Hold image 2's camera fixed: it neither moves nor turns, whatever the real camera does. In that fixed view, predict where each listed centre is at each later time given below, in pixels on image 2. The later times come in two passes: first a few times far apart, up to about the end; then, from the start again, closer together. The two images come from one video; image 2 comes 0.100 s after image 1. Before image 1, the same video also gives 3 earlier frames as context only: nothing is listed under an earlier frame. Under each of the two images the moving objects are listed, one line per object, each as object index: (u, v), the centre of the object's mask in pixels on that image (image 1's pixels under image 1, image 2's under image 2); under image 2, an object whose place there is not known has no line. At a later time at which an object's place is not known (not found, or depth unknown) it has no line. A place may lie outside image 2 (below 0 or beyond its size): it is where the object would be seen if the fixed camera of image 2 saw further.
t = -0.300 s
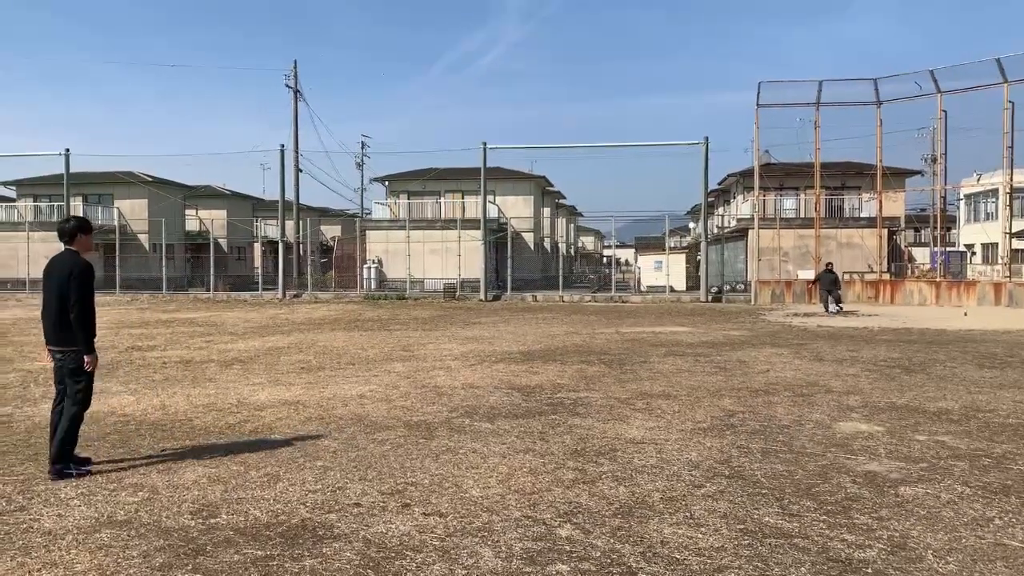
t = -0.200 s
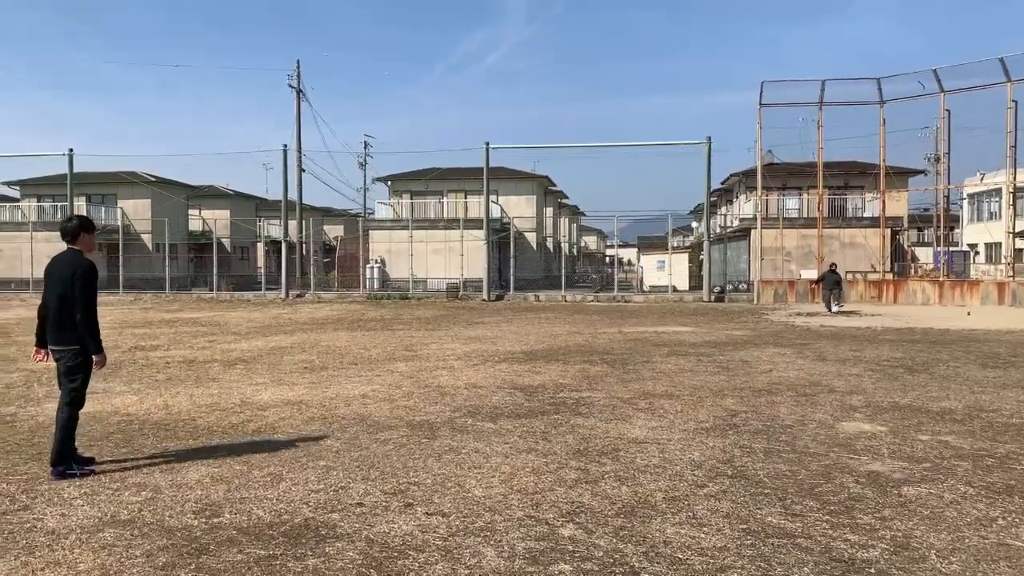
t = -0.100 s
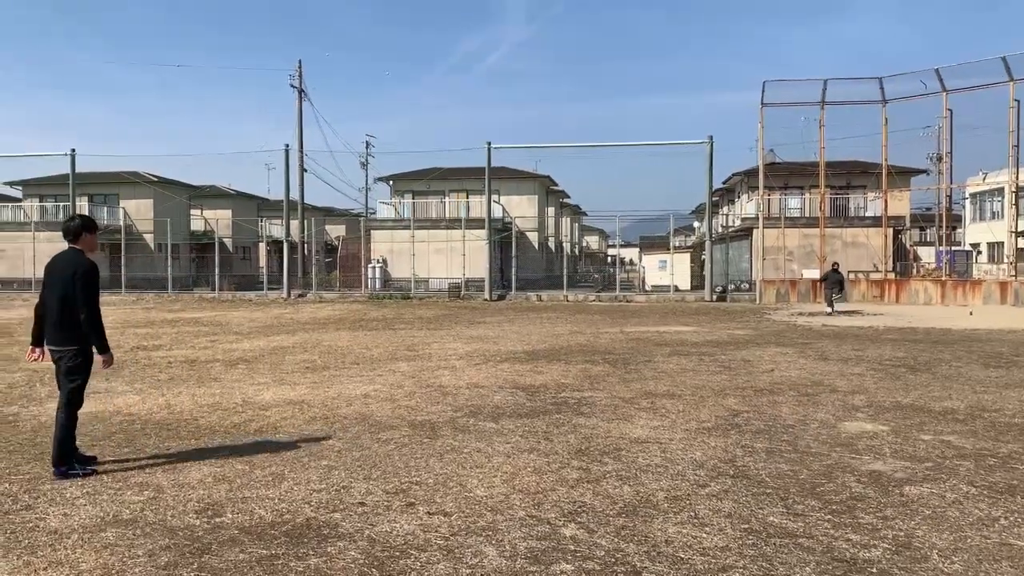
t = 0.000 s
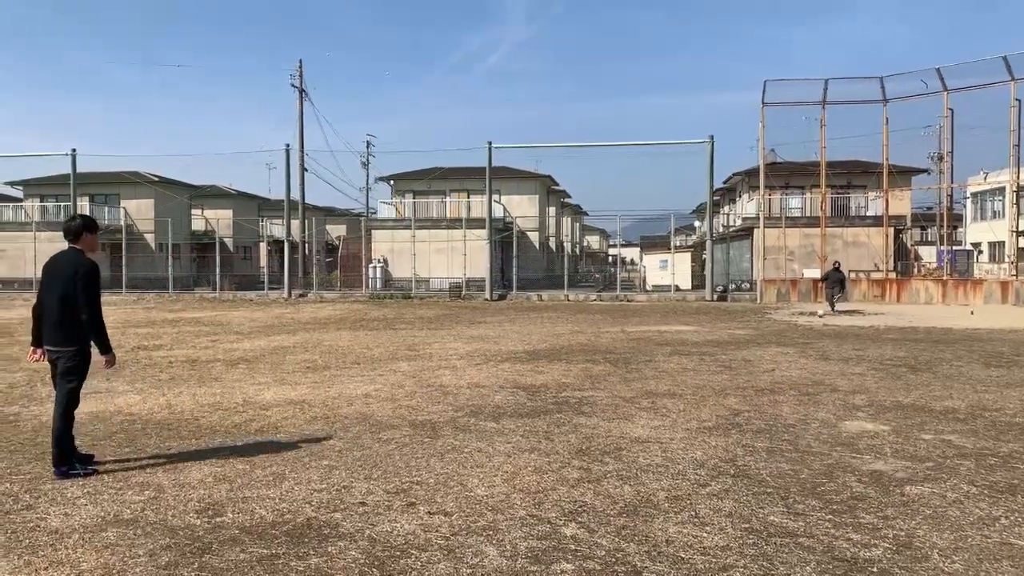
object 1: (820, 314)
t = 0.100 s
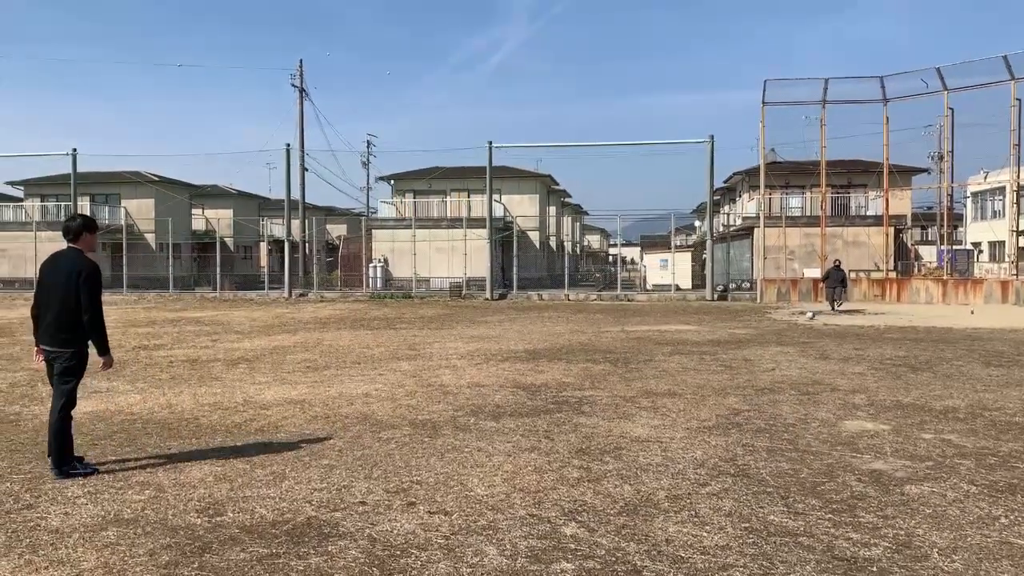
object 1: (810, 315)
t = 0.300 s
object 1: (789, 319)
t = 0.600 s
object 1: (758, 322)
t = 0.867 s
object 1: (729, 329)
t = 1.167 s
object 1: (690, 334)
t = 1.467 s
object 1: (646, 343)
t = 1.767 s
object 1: (592, 353)
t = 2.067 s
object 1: (531, 360)
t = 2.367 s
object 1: (456, 375)
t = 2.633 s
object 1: (375, 390)
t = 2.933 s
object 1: (259, 413)
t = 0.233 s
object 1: (796, 316)
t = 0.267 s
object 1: (792, 317)
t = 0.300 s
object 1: (789, 319)
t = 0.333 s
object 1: (785, 318)
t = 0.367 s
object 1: (782, 318)
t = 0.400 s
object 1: (779, 318)
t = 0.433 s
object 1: (775, 319)
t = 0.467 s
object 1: (771, 321)
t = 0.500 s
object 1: (768, 322)
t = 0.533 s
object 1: (766, 322)
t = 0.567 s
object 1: (762, 323)
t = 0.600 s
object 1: (758, 322)
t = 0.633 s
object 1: (755, 323)
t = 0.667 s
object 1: (752, 326)
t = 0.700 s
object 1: (749, 327)
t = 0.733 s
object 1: (745, 327)
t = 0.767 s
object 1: (740, 327)
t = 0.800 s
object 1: (737, 328)
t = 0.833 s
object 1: (733, 329)
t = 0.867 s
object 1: (729, 329)
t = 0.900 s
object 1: (726, 330)
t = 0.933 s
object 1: (721, 331)
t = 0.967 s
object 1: (716, 331)
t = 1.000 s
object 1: (712, 332)
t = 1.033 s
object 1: (709, 332)
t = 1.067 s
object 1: (703, 334)
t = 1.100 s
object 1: (699, 334)
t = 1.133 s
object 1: (694, 333)
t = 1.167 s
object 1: (690, 334)
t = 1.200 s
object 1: (685, 334)
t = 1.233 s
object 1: (680, 336)
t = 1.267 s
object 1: (676, 338)
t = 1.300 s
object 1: (671, 339)
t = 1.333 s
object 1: (665, 339)
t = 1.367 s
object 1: (661, 340)
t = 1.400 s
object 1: (656, 341)
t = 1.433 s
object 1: (650, 343)
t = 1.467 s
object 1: (646, 343)
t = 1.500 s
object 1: (640, 344)
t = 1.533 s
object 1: (634, 345)
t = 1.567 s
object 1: (628, 347)
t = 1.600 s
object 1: (623, 347)
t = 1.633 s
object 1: (617, 347)
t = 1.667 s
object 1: (611, 349)
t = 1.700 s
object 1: (605, 350)
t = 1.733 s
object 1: (599, 353)
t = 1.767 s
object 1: (592, 353)
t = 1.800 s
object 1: (586, 353)
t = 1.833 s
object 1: (579, 353)
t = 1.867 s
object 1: (574, 355)
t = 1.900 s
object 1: (565, 356)
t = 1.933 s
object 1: (559, 358)
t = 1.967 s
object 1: (552, 357)
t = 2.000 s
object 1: (545, 358)
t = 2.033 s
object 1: (538, 358)
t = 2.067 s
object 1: (531, 360)
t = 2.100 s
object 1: (523, 363)
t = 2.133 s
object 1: (515, 366)
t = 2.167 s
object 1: (507, 368)
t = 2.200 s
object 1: (499, 368)
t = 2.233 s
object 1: (491, 370)
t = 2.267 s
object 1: (482, 372)
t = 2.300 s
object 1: (474, 372)
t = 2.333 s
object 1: (465, 373)
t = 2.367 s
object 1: (456, 375)
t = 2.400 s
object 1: (446, 377)
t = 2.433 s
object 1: (437, 380)
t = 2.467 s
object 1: (427, 382)
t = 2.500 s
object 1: (417, 382)
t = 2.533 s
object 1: (407, 382)
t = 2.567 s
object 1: (396, 384)
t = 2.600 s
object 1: (386, 387)
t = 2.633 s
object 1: (375, 390)
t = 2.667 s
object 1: (364, 393)
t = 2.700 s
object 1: (352, 396)
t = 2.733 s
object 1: (340, 398)
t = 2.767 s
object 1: (327, 399)
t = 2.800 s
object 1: (316, 400)
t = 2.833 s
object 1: (301, 405)
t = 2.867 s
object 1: (287, 407)
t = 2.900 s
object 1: (274, 410)
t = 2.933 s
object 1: (259, 413)
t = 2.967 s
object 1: (244, 415)
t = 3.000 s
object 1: (229, 419)
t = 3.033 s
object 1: (213, 422)
